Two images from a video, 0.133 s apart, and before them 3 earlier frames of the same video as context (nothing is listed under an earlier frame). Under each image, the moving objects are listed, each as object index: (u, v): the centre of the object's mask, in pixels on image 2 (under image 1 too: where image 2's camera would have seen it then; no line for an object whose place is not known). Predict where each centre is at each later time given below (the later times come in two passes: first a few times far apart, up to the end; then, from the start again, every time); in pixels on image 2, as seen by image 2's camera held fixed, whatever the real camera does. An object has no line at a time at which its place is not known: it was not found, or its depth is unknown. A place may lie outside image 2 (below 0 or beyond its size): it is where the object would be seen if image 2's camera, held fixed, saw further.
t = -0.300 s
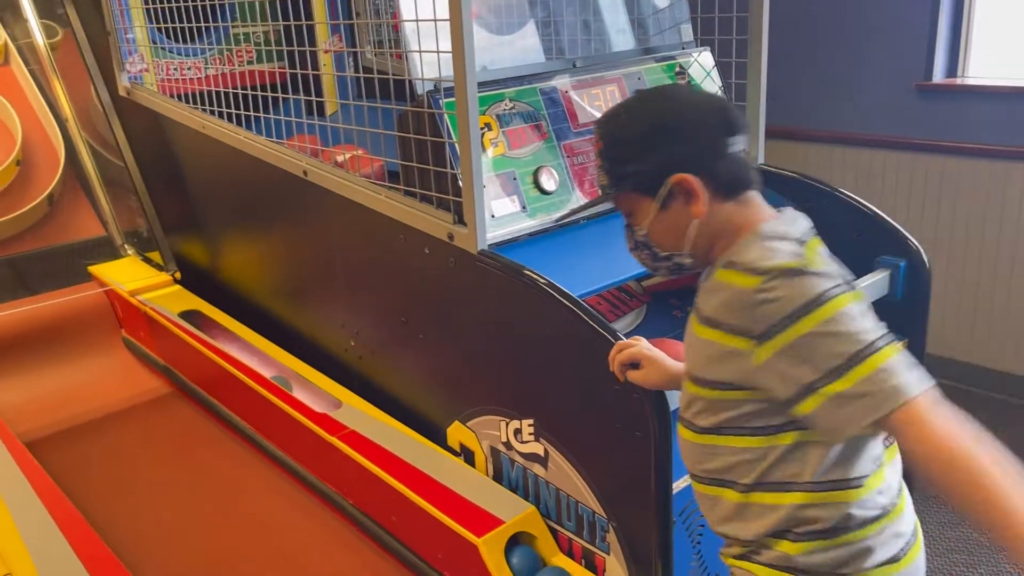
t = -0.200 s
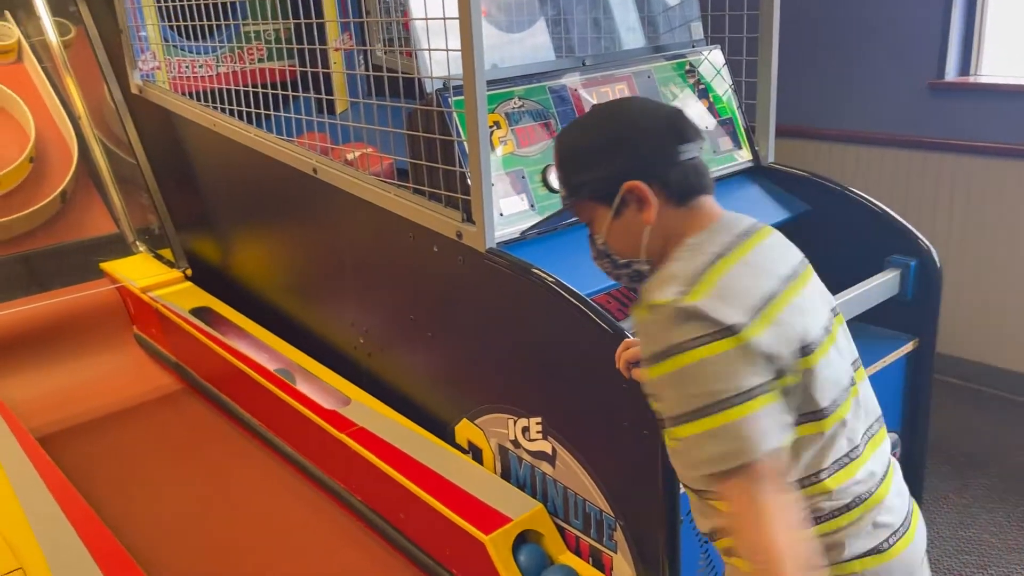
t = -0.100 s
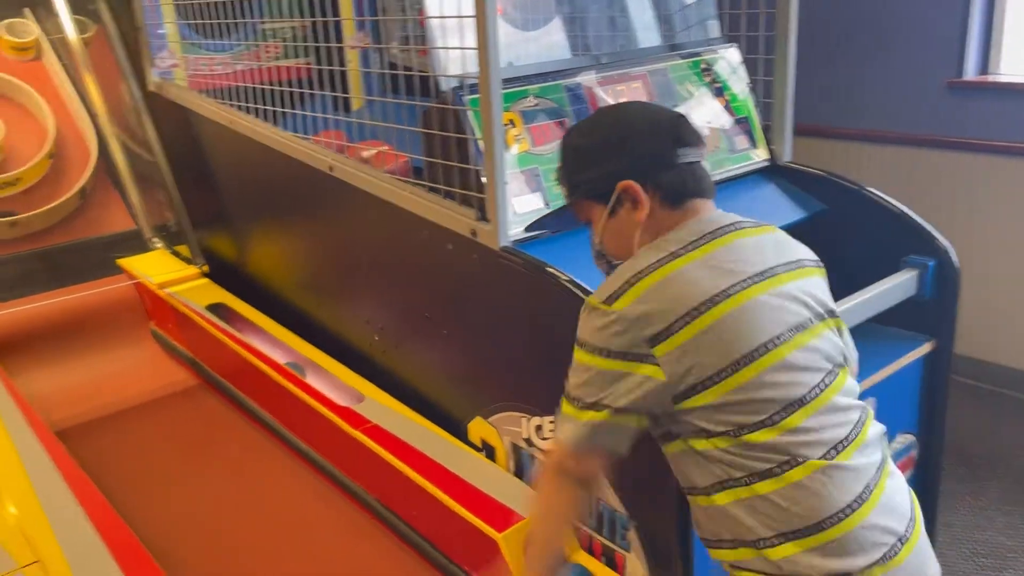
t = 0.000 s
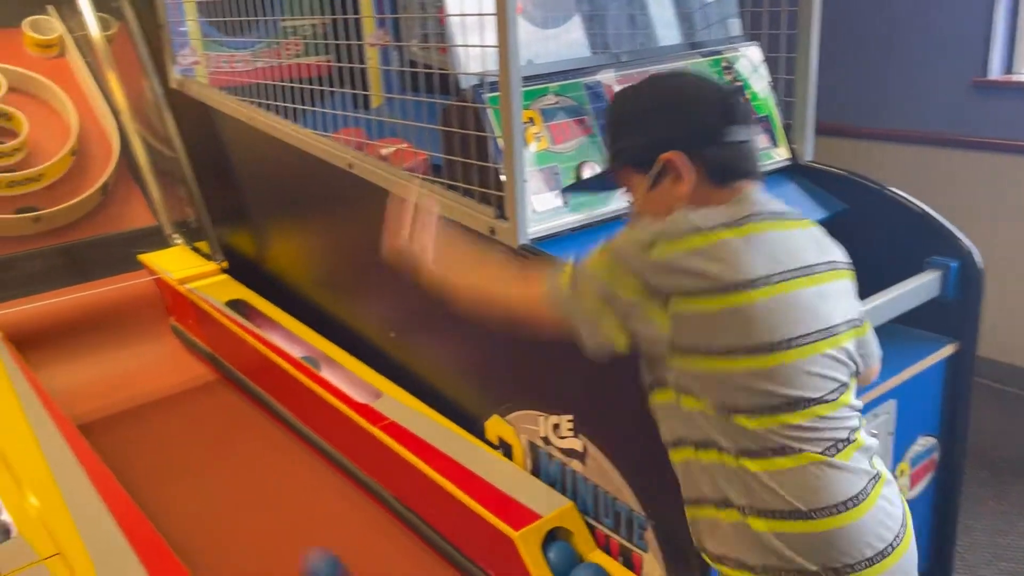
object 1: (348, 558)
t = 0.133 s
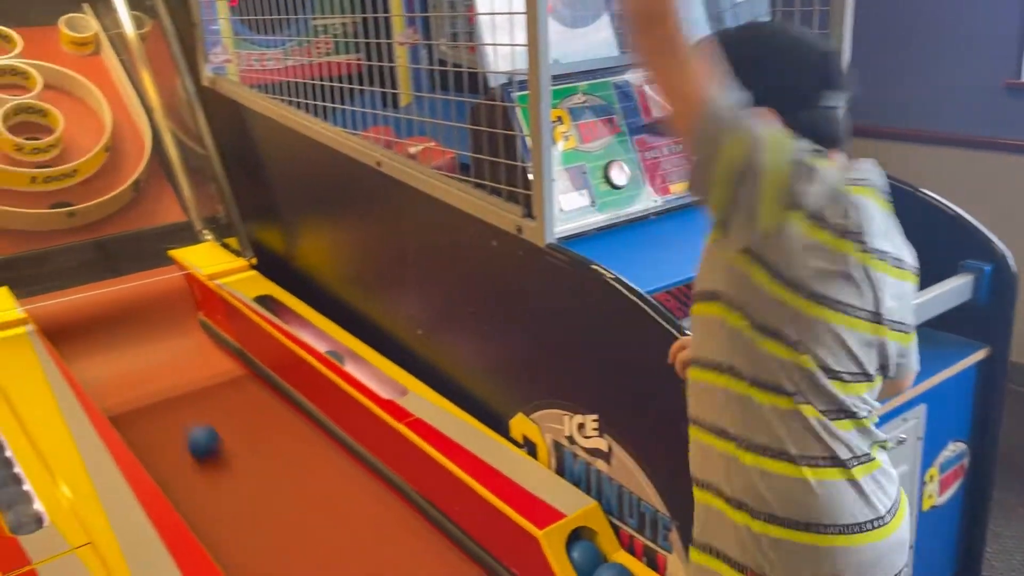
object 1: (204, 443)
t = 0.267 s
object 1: (116, 361)
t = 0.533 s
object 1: (3, 115)
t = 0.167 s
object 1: (178, 420)
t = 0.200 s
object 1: (155, 399)
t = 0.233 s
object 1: (135, 381)
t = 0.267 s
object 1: (116, 361)
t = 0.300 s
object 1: (96, 324)
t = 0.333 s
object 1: (79, 280)
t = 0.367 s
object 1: (65, 247)
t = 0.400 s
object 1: (52, 210)
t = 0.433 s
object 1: (37, 182)
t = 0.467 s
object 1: (25, 156)
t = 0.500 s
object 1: (13, 133)
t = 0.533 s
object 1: (3, 115)
